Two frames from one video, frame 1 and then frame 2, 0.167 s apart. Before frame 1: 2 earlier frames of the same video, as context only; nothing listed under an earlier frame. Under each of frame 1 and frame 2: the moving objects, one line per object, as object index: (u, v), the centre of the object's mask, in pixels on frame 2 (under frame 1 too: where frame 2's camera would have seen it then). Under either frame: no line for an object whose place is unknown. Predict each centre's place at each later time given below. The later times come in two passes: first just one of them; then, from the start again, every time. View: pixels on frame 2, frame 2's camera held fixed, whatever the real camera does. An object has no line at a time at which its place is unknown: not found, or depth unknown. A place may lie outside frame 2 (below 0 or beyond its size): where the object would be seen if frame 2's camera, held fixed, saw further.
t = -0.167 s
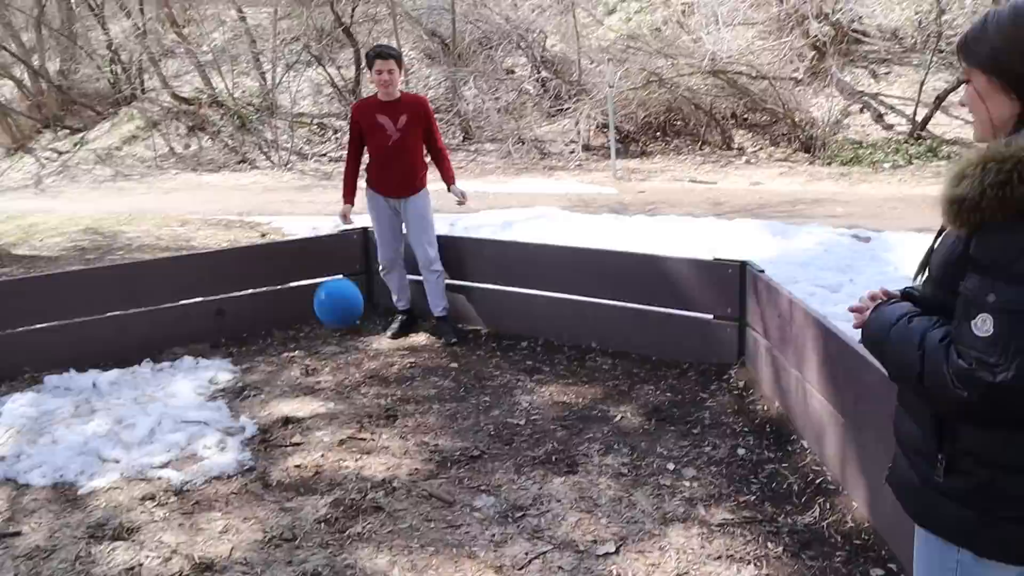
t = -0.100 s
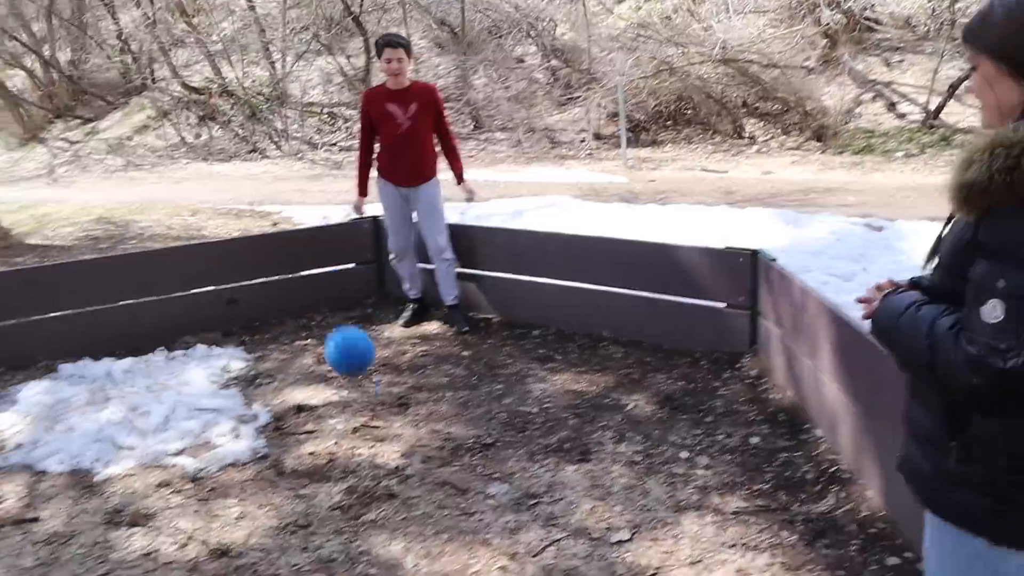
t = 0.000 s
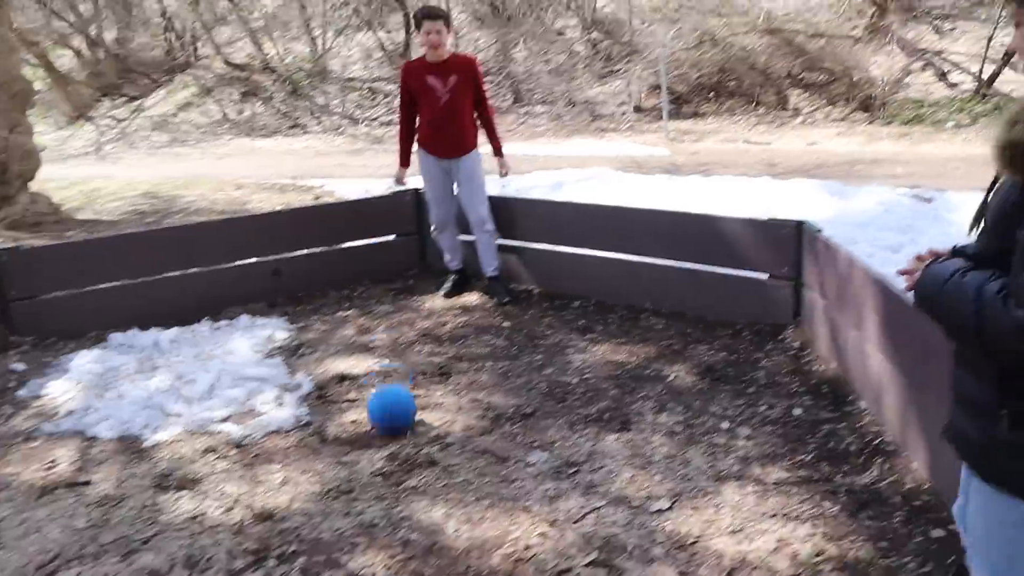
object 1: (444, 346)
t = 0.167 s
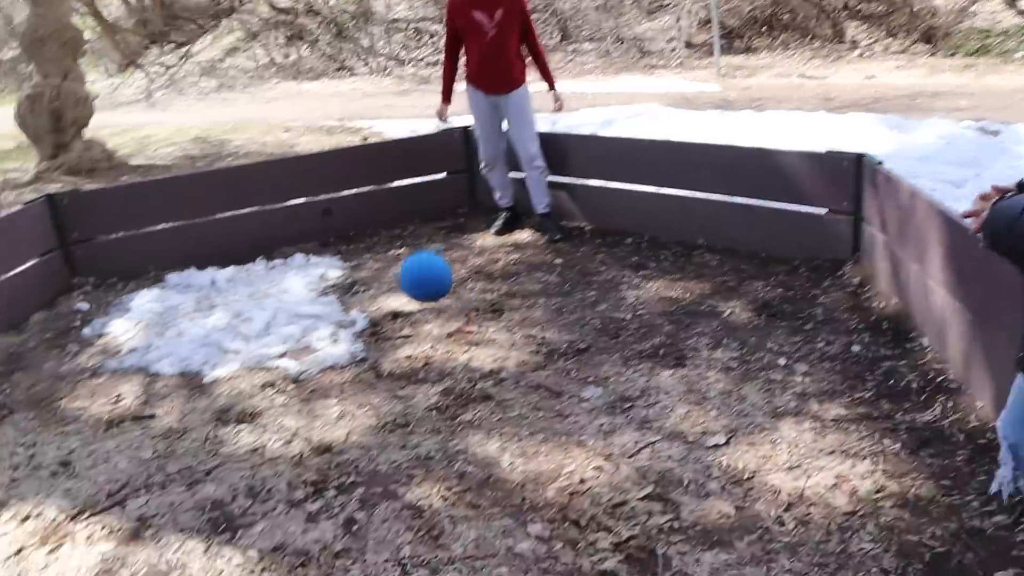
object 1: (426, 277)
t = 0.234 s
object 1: (420, 265)
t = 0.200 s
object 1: (423, 270)
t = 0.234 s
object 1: (420, 265)
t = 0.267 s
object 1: (417, 263)
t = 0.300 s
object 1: (416, 264)
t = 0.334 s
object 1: (415, 268)
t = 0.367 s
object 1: (414, 274)
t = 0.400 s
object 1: (414, 284)
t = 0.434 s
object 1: (414, 295)
